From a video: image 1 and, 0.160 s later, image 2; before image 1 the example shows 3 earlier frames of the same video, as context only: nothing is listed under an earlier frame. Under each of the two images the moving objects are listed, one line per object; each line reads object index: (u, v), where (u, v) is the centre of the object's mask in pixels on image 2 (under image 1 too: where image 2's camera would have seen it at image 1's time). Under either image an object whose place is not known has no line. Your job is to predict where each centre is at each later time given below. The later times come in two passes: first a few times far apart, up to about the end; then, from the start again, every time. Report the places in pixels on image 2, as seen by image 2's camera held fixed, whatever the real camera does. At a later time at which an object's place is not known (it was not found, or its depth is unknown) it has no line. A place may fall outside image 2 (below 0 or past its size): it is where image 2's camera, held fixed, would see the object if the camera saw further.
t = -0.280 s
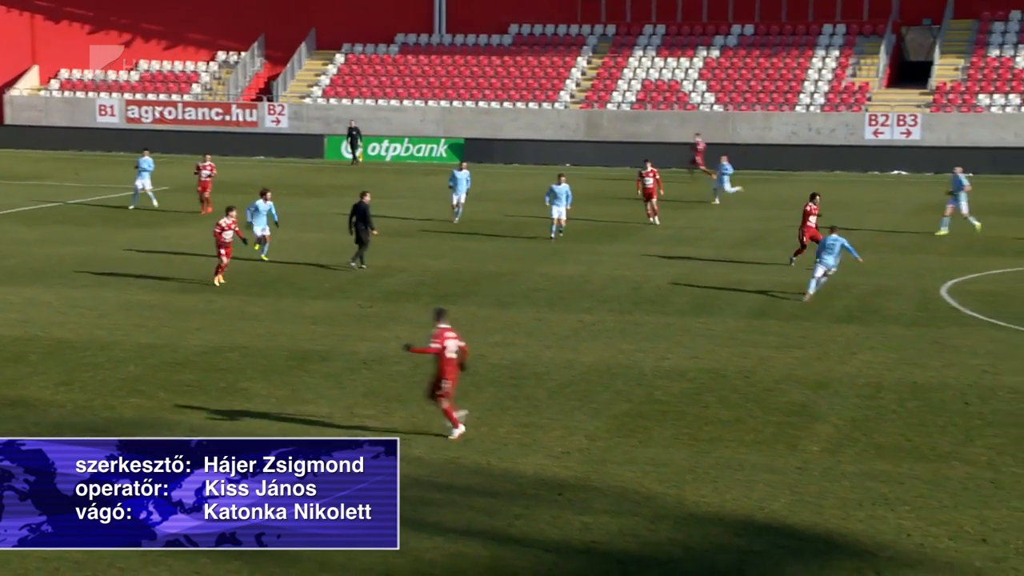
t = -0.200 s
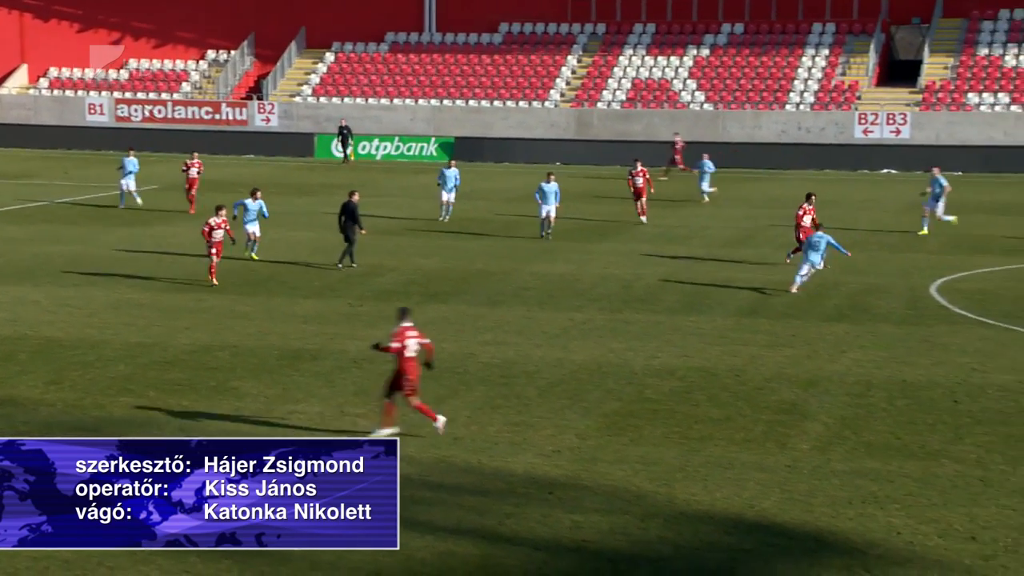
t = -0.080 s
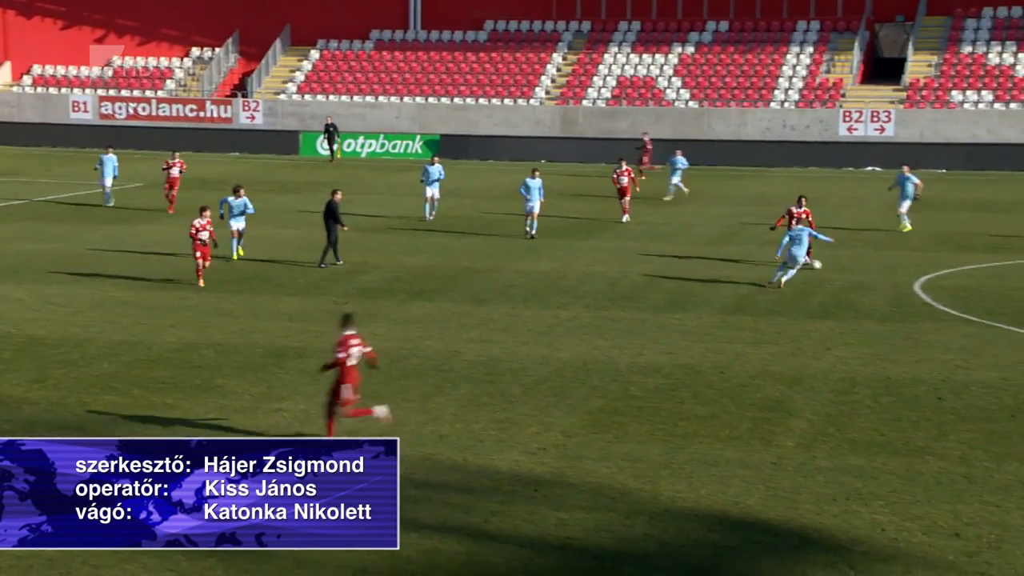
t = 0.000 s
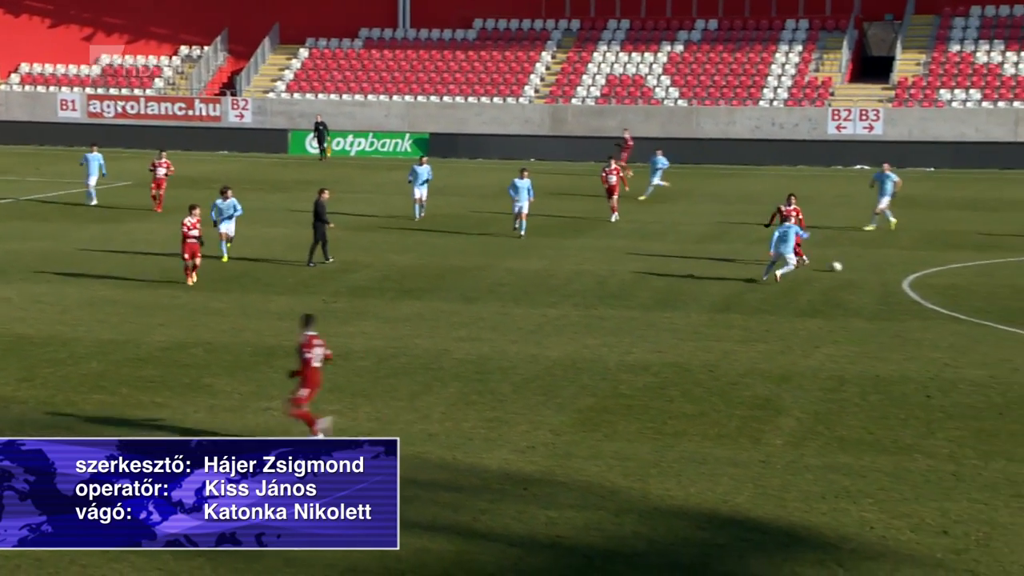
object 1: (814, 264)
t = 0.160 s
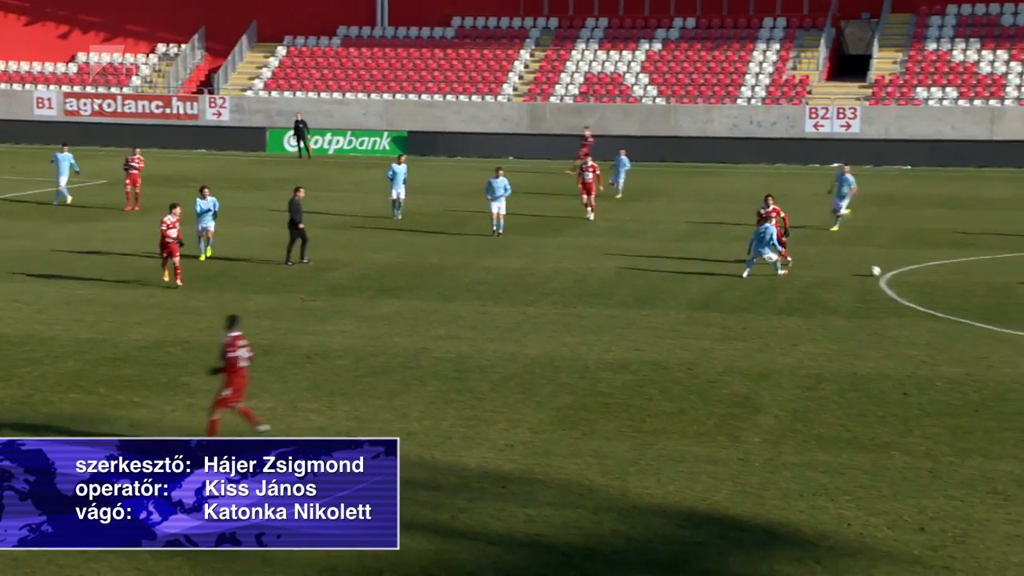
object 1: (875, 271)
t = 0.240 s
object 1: (904, 274)
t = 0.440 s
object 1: (976, 284)
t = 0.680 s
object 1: (1055, 294)
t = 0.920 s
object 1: (1130, 303)
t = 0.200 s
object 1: (890, 273)
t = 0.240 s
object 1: (904, 274)
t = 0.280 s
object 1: (919, 276)
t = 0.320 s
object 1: (933, 278)
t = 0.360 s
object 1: (947, 280)
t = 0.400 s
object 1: (961, 282)
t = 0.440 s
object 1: (976, 284)
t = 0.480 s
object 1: (989, 286)
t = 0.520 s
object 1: (1003, 288)
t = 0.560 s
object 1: (1016, 290)
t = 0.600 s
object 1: (1030, 291)
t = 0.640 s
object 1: (1043, 293)
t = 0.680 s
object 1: (1055, 294)
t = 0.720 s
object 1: (1068, 296)
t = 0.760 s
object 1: (1081, 298)
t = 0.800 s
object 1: (1093, 300)
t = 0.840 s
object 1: (1105, 300)
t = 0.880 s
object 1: (1117, 301)
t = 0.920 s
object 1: (1130, 303)
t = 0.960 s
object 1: (1142, 306)
